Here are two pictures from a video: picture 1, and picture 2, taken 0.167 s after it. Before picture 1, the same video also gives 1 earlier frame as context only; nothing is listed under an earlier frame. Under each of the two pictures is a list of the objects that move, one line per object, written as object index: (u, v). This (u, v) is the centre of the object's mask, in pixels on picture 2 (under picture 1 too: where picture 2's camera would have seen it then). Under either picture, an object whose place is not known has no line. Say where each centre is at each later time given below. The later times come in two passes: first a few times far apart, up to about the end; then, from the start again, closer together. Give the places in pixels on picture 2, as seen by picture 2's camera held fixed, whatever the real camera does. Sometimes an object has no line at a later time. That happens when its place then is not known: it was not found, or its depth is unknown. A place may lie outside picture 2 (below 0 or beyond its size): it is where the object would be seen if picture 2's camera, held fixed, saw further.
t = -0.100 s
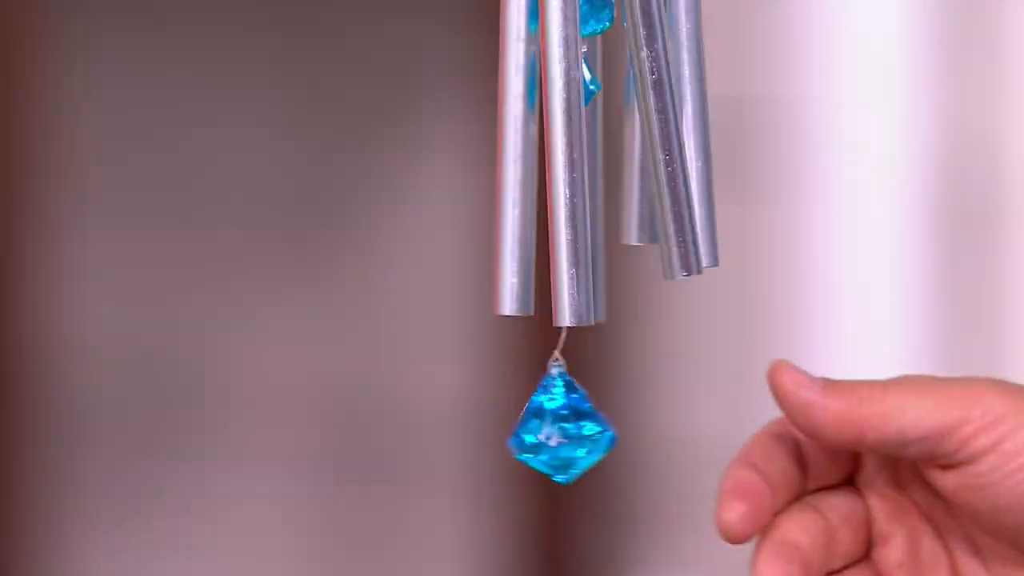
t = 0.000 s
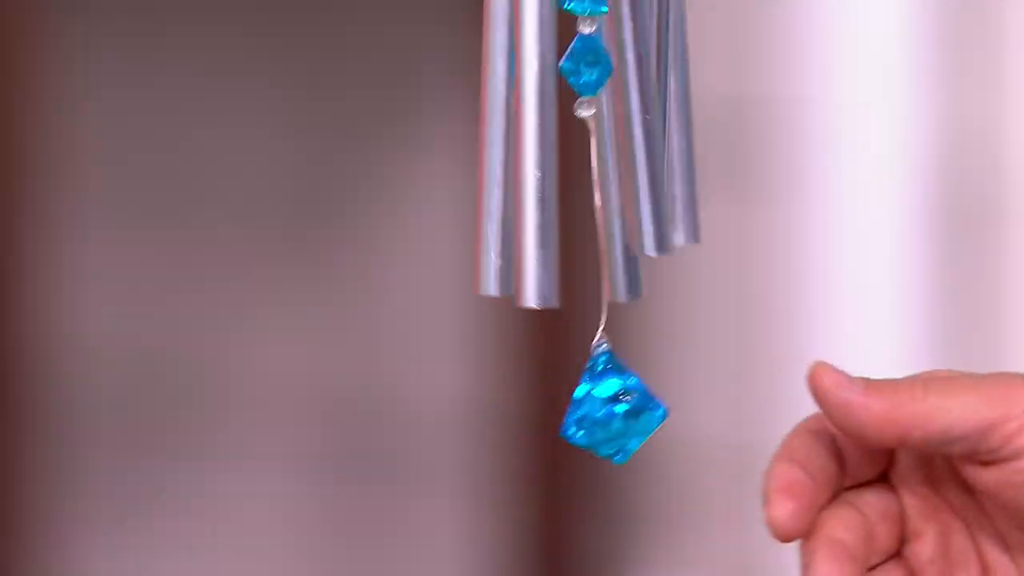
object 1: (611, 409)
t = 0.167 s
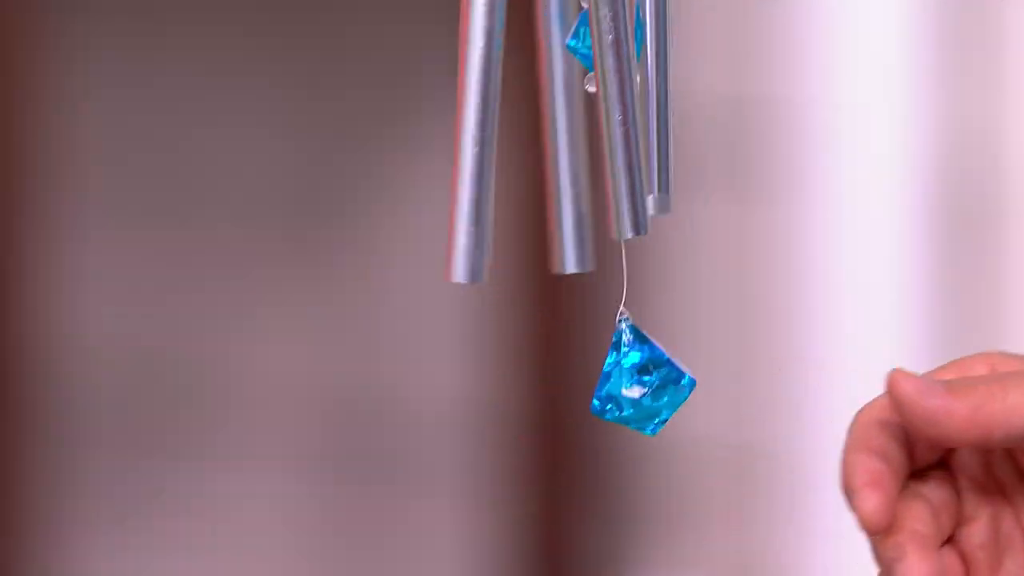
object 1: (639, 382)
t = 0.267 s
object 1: (611, 412)
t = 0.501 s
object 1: (502, 385)
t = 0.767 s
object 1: (567, 428)
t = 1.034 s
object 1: (643, 375)
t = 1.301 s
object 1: (600, 417)
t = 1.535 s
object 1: (592, 383)
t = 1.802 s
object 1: (604, 411)
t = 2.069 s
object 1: (570, 407)
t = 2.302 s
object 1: (551, 393)
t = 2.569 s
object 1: (609, 423)
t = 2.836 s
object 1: (647, 371)
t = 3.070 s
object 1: (607, 420)
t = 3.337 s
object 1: (582, 383)
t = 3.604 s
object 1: (584, 405)
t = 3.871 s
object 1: (558, 401)
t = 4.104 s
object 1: (576, 394)
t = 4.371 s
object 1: (633, 415)
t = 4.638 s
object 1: (628, 372)
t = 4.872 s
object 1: (592, 416)
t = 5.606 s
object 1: (571, 377)
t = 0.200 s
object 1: (633, 391)
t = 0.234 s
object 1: (623, 402)
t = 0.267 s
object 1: (611, 412)
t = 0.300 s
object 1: (596, 421)
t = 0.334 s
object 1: (580, 424)
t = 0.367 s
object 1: (562, 423)
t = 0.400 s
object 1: (545, 418)
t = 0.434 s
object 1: (529, 409)
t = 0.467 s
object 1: (514, 396)
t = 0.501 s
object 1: (502, 385)
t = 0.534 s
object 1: (497, 376)
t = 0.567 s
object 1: (496, 372)
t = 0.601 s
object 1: (500, 375)
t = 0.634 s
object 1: (509, 384)
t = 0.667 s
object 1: (521, 396)
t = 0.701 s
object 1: (535, 409)
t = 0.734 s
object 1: (550, 420)
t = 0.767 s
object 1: (567, 428)
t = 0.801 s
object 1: (584, 431)
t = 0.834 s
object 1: (602, 428)
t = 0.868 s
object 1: (615, 420)
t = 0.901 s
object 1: (626, 409)
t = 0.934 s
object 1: (634, 397)
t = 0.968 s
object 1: (639, 385)
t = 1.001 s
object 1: (642, 378)
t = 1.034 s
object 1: (643, 375)
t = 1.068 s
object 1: (643, 378)
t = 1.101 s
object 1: (640, 385)
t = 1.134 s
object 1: (636, 395)
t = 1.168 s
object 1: (631, 406)
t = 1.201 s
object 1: (623, 415)
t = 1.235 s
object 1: (615, 421)
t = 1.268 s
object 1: (607, 421)
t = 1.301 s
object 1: (600, 417)
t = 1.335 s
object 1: (595, 409)
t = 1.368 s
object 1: (592, 400)
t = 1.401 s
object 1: (591, 388)
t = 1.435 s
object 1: (591, 381)
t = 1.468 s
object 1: (591, 376)
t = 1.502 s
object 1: (592, 377)
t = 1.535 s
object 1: (592, 383)
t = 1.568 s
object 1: (593, 394)
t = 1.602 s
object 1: (595, 405)
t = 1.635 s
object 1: (597, 417)
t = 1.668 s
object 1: (601, 425)
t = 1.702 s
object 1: (604, 428)
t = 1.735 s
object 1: (606, 426)
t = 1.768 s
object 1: (606, 420)
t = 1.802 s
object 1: (604, 411)
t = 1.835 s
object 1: (600, 399)
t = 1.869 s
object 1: (596, 388)
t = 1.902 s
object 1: (592, 381)
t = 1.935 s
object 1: (589, 378)
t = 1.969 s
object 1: (585, 380)
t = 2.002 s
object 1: (581, 386)
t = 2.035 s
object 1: (576, 396)
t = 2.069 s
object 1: (570, 407)
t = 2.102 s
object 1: (564, 416)
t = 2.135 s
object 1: (558, 422)
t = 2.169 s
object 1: (553, 424)
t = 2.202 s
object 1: (550, 421)
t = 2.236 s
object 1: (548, 413)
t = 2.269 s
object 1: (549, 403)
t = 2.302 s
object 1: (551, 393)
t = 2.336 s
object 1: (555, 384)
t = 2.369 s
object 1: (559, 380)
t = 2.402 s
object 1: (565, 380)
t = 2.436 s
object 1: (571, 385)
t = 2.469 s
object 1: (579, 394)
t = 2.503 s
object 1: (589, 404)
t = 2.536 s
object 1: (598, 415)
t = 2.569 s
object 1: (609, 423)
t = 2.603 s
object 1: (619, 427)
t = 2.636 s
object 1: (628, 425)
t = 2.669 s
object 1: (635, 419)
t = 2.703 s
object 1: (640, 409)
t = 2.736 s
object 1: (644, 397)
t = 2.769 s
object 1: (646, 385)
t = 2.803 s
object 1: (647, 376)
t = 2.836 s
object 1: (647, 371)
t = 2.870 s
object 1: (645, 372)
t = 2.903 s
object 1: (641, 378)
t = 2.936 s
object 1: (636, 388)
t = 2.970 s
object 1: (630, 399)
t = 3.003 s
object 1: (622, 410)
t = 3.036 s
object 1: (614, 417)
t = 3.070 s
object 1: (607, 420)
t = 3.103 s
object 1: (600, 418)
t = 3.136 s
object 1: (594, 412)
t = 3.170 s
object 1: (590, 403)
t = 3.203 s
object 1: (586, 393)
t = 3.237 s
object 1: (583, 384)
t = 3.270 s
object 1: (582, 379)
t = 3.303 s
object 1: (582, 379)
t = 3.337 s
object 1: (582, 383)
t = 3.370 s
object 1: (583, 390)
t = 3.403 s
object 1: (584, 400)
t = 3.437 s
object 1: (586, 410)
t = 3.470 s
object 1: (588, 418)
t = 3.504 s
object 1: (587, 422)
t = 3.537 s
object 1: (587, 421)
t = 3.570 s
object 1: (586, 415)
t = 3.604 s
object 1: (584, 405)
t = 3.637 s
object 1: (586, 396)
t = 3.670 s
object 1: (582, 387)
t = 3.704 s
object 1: (578, 379)
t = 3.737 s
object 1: (574, 375)
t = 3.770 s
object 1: (569, 377)
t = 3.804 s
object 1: (565, 381)
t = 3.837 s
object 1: (561, 390)
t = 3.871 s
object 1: (558, 401)
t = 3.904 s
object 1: (557, 411)
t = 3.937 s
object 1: (558, 418)
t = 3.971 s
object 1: (560, 421)
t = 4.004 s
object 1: (562, 419)
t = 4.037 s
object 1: (566, 413)
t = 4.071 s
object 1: (571, 404)
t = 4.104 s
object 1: (576, 394)
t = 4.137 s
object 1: (582, 386)
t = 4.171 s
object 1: (589, 381)
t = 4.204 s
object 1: (597, 379)
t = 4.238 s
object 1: (605, 381)
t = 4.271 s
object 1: (614, 388)
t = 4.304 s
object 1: (621, 397)
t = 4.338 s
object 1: (628, 407)
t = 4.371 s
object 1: (633, 415)
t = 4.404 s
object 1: (637, 418)
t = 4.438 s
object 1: (639, 417)
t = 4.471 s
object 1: (639, 413)
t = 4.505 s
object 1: (639, 405)
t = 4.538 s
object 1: (639, 394)
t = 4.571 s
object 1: (637, 384)
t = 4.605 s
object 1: (633, 375)
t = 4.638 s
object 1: (628, 372)
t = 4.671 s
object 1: (622, 373)
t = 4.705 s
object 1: (616, 377)
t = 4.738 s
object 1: (611, 385)
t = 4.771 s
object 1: (607, 394)
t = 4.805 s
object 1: (601, 405)
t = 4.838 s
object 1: (596, 413)
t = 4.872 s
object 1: (592, 416)
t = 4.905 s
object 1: (587, 415)
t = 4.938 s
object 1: (583, 411)
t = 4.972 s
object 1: (580, 404)
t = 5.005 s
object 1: (578, 397)
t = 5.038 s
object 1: (576, 390)
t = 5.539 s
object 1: (569, 372)
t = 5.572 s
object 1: (569, 372)
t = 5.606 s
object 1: (571, 377)
